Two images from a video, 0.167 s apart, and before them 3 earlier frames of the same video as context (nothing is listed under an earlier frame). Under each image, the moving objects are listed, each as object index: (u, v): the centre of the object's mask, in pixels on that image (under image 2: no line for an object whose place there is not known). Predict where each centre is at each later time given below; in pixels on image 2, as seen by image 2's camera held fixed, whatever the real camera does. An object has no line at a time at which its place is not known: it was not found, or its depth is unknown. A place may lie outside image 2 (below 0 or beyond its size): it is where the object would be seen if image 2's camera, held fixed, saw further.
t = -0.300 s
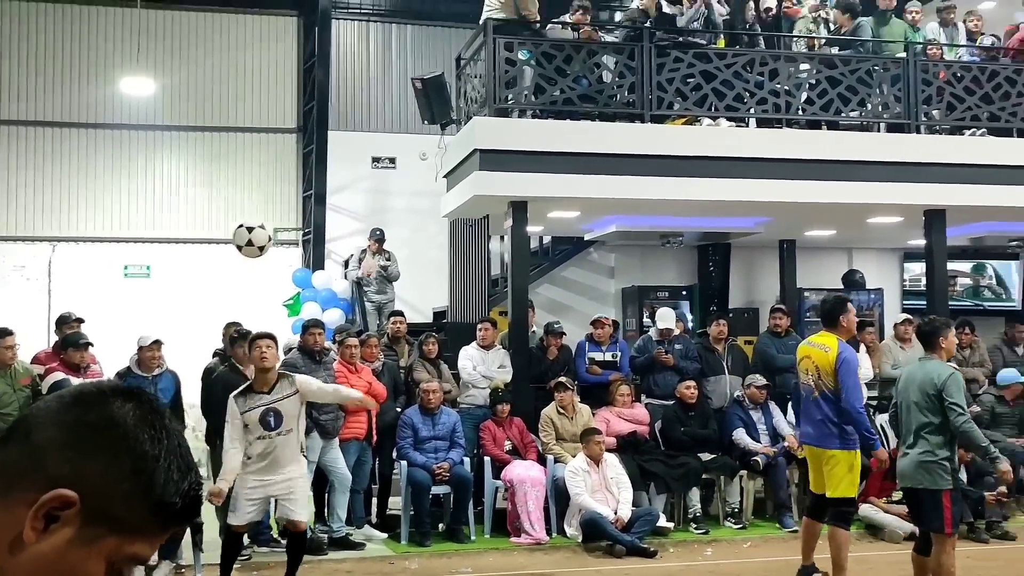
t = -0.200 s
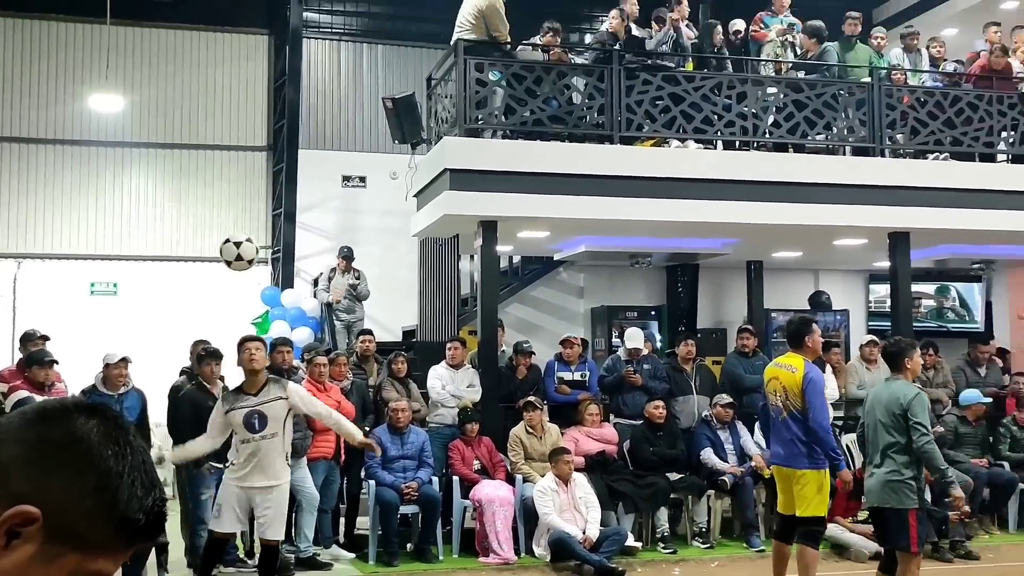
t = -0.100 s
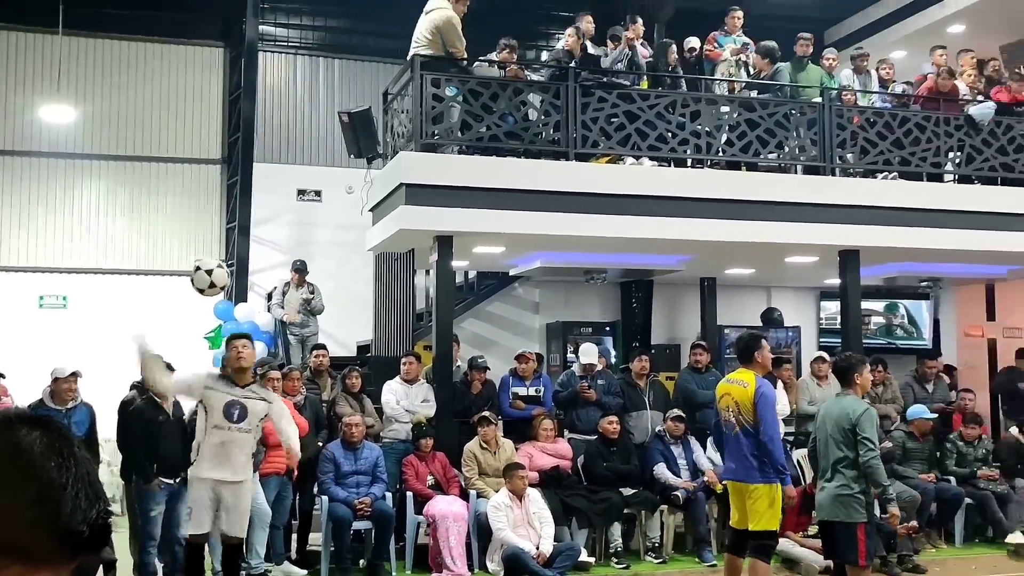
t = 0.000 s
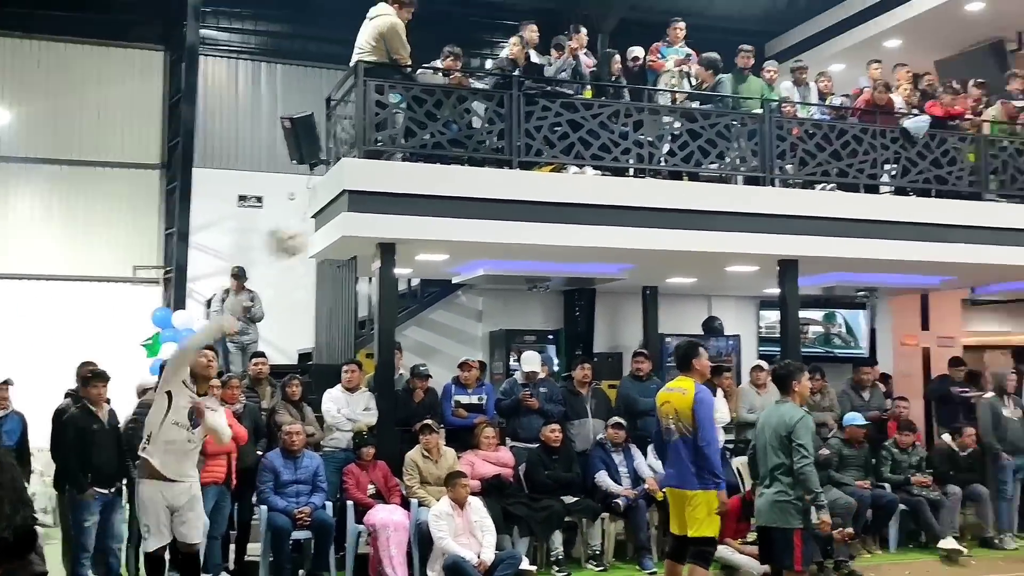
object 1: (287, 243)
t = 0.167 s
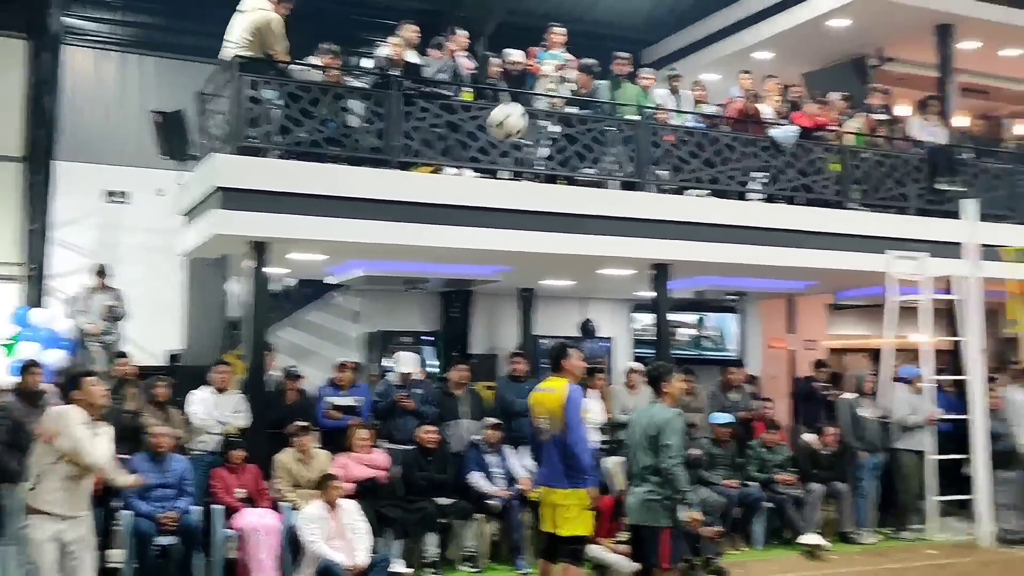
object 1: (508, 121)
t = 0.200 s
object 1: (572, 106)
